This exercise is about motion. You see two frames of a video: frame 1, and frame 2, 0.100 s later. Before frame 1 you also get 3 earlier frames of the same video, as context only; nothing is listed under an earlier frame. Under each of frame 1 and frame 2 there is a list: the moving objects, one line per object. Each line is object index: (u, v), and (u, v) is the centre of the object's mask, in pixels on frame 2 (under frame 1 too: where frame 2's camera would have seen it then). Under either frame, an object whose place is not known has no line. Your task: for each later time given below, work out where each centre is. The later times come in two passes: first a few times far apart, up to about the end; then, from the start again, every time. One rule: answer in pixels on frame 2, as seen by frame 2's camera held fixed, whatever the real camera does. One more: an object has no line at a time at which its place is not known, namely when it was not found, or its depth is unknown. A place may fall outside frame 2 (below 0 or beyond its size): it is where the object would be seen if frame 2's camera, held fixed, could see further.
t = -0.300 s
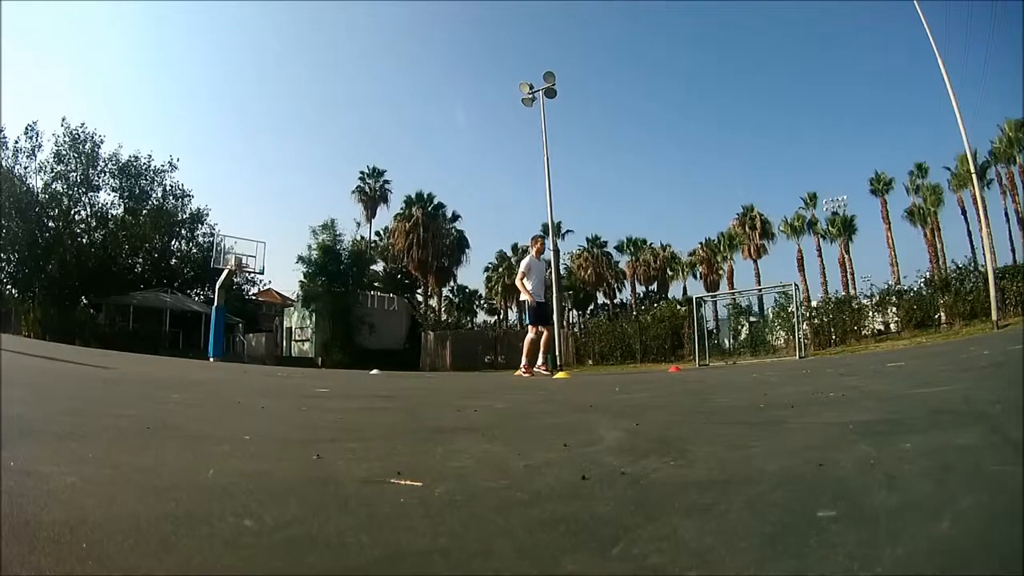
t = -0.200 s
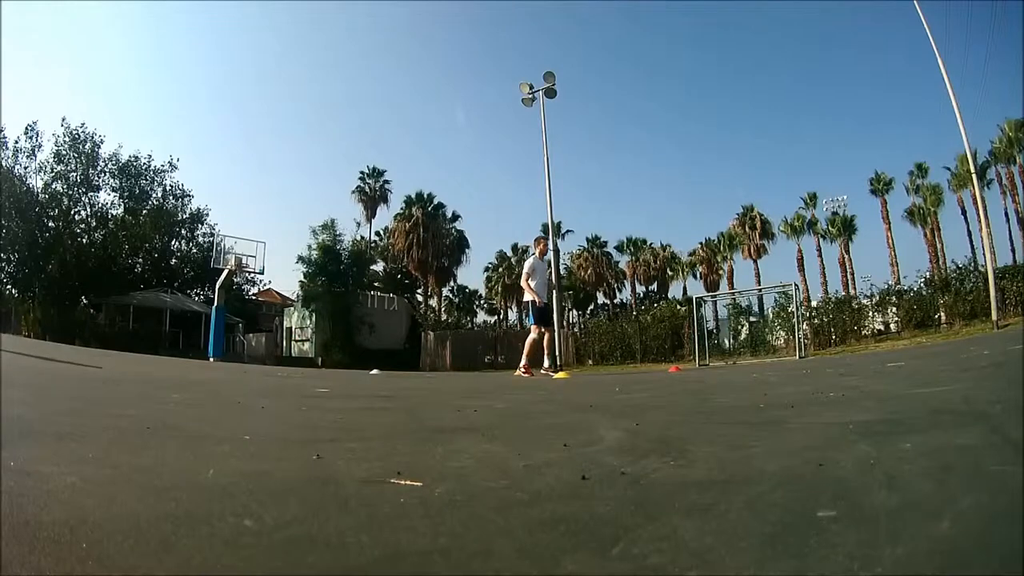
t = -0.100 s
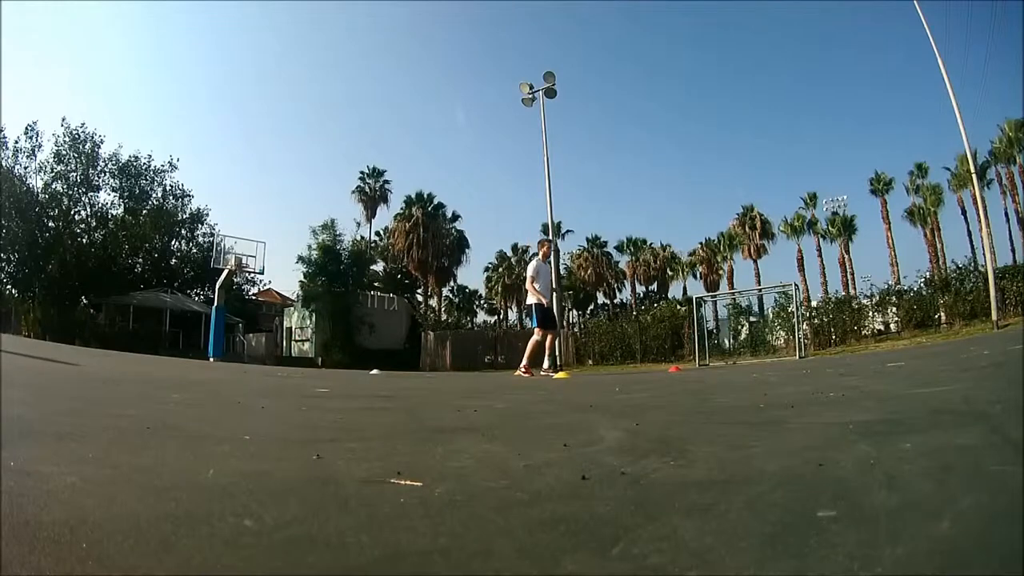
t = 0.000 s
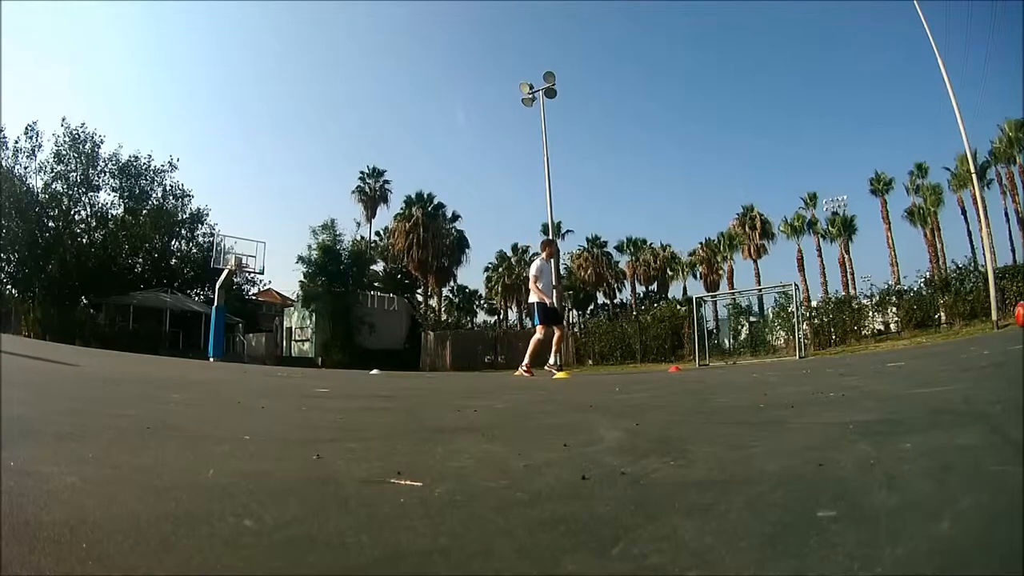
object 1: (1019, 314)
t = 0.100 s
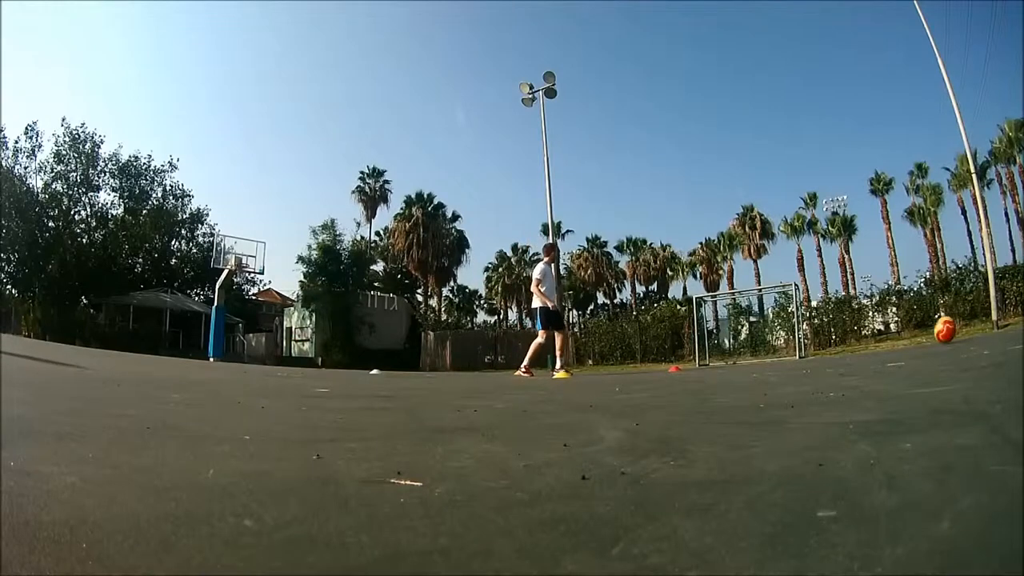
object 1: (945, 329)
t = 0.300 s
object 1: (797, 349)
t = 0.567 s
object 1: (657, 360)
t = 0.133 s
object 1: (918, 334)
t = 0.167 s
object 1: (892, 336)
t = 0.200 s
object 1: (867, 340)
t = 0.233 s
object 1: (842, 345)
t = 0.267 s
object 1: (819, 348)
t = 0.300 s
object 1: (797, 349)
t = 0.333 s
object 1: (776, 350)
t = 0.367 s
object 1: (755, 355)
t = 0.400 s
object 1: (737, 355)
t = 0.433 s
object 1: (720, 355)
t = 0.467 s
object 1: (703, 356)
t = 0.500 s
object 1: (686, 359)
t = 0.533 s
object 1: (671, 361)
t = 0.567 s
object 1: (657, 360)
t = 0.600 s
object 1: (643, 361)
